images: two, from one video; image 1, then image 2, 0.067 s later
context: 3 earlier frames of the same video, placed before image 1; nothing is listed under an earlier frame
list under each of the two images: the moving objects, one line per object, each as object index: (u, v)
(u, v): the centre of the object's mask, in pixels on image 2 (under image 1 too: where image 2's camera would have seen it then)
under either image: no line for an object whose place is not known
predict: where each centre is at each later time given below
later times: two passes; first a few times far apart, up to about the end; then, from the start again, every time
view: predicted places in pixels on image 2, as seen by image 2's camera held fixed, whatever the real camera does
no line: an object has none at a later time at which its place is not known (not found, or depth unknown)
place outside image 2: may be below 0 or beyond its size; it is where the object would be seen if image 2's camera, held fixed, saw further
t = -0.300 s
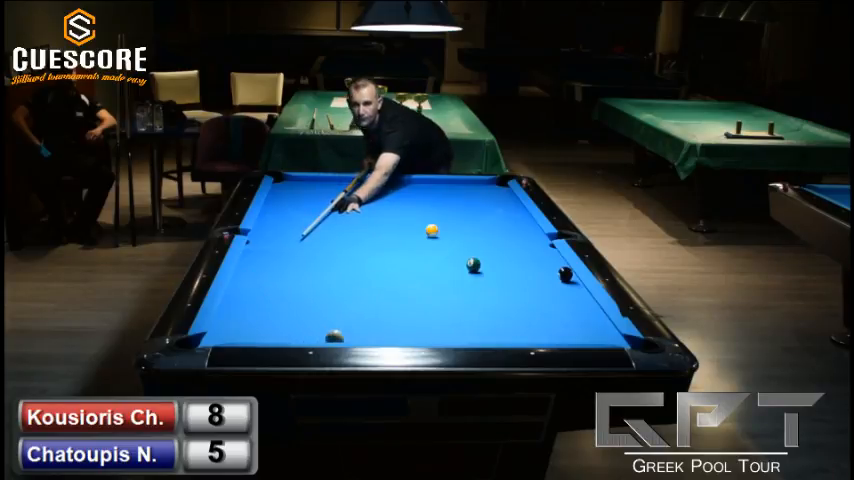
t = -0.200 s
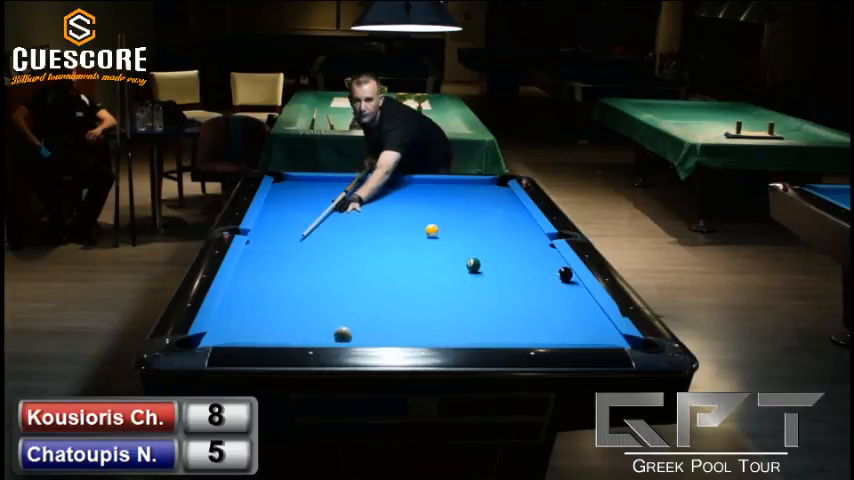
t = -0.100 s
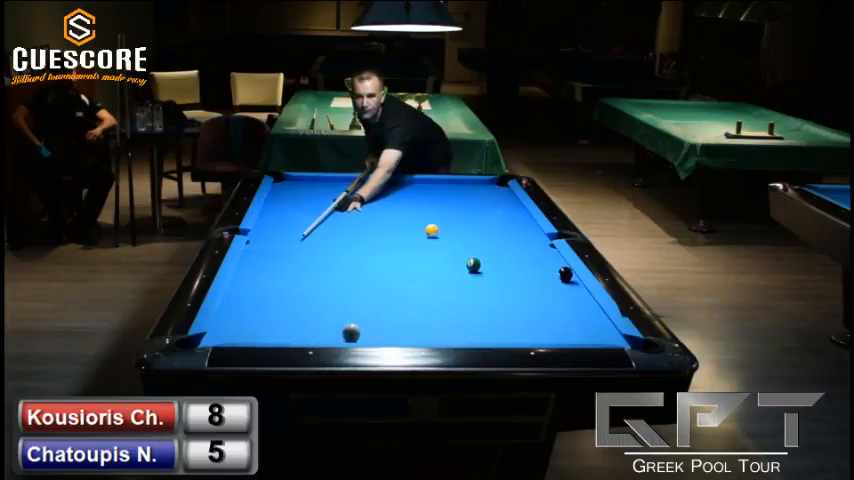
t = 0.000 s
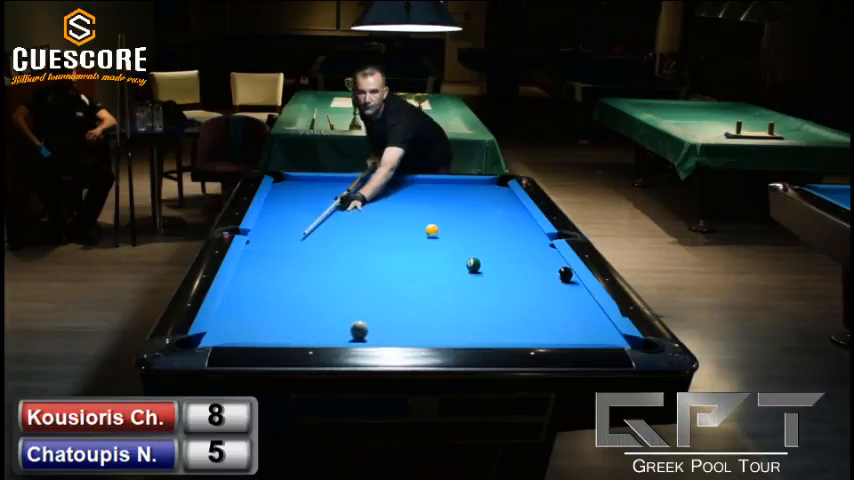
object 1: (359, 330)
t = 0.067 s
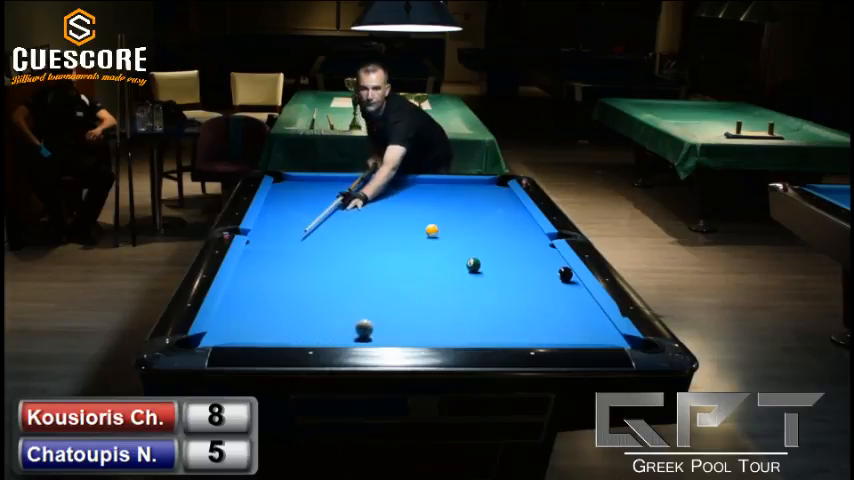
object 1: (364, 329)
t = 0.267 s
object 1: (378, 323)
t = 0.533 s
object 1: (396, 317)
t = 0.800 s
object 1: (412, 311)
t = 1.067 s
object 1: (427, 306)
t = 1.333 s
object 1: (439, 301)
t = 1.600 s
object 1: (451, 297)
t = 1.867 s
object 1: (461, 294)
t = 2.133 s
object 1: (470, 291)
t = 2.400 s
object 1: (478, 288)
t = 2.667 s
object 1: (484, 286)
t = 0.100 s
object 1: (366, 328)
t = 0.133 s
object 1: (369, 327)
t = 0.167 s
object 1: (371, 326)
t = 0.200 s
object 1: (374, 325)
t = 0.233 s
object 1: (376, 324)
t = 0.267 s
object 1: (378, 323)
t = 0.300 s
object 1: (381, 322)
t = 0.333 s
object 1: (383, 322)
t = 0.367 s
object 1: (385, 321)
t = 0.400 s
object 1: (388, 320)
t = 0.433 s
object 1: (390, 319)
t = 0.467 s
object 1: (392, 318)
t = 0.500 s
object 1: (394, 318)
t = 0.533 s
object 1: (396, 317)
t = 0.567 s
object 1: (398, 316)
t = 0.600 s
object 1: (400, 315)
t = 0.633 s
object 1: (402, 315)
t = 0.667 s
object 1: (404, 314)
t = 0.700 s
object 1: (406, 313)
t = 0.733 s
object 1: (408, 312)
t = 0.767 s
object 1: (410, 312)
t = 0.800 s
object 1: (412, 311)
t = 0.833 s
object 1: (414, 310)
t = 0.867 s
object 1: (416, 310)
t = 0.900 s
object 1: (418, 309)
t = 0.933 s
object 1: (420, 308)
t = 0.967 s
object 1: (421, 308)
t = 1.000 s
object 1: (423, 307)
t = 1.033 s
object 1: (425, 306)
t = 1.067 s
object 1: (427, 306)
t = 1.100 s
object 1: (428, 305)
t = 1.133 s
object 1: (430, 305)
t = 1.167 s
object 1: (432, 304)
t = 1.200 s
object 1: (433, 304)
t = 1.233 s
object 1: (435, 303)
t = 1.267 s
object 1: (436, 302)
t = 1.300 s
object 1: (438, 302)
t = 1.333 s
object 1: (439, 301)
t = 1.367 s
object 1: (441, 301)
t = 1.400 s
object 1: (443, 300)
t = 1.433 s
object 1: (444, 300)
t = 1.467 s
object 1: (445, 299)
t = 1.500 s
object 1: (447, 299)
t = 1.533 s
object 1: (448, 298)
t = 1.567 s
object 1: (449, 298)
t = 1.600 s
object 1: (451, 297)
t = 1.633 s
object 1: (452, 297)
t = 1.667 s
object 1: (453, 296)
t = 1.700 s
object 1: (455, 296)
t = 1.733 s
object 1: (456, 295)
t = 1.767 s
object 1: (457, 295)
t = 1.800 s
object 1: (458, 295)
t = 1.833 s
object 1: (460, 294)
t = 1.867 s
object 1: (461, 294)
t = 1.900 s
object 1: (462, 293)
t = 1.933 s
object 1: (463, 293)
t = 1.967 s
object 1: (464, 292)
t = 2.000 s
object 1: (465, 292)
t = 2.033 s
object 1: (467, 292)
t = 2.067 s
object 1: (468, 291)
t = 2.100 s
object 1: (469, 291)
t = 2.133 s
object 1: (470, 291)
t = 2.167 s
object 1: (471, 290)
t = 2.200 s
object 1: (472, 290)
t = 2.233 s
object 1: (473, 289)
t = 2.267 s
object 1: (474, 289)
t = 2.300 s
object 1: (475, 289)
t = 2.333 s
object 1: (476, 289)
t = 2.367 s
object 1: (477, 288)
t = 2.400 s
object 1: (478, 288)
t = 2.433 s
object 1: (478, 288)
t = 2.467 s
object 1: (479, 288)
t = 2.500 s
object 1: (480, 287)
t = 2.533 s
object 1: (481, 287)
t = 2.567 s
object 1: (482, 287)
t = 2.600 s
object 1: (483, 286)
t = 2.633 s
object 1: (484, 286)
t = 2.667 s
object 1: (484, 286)
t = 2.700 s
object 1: (485, 286)
